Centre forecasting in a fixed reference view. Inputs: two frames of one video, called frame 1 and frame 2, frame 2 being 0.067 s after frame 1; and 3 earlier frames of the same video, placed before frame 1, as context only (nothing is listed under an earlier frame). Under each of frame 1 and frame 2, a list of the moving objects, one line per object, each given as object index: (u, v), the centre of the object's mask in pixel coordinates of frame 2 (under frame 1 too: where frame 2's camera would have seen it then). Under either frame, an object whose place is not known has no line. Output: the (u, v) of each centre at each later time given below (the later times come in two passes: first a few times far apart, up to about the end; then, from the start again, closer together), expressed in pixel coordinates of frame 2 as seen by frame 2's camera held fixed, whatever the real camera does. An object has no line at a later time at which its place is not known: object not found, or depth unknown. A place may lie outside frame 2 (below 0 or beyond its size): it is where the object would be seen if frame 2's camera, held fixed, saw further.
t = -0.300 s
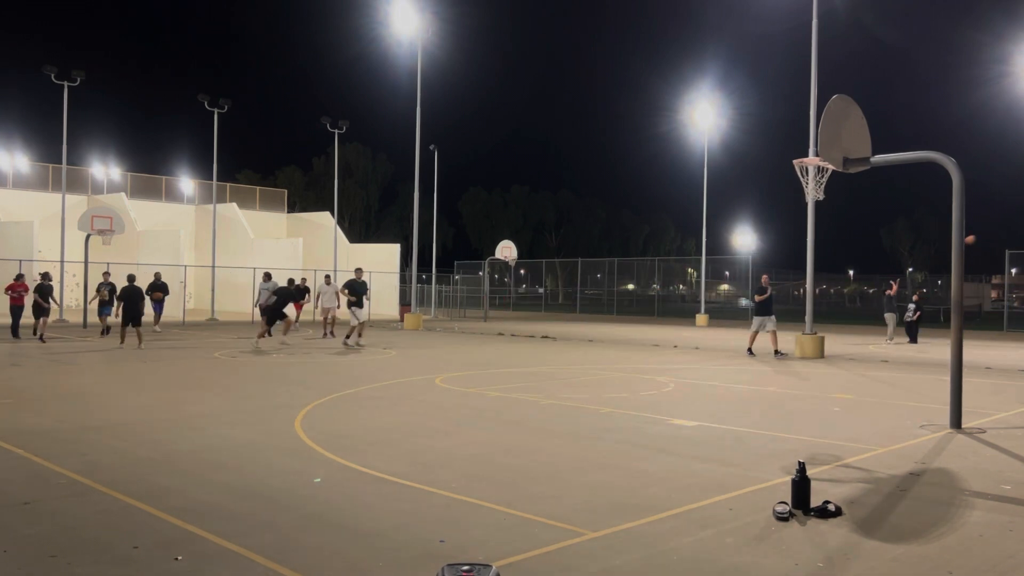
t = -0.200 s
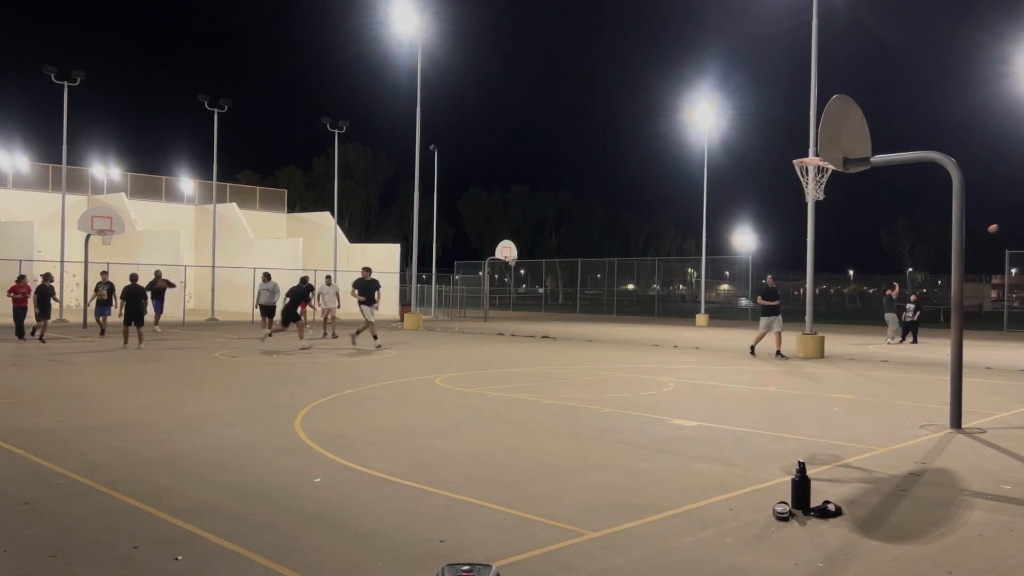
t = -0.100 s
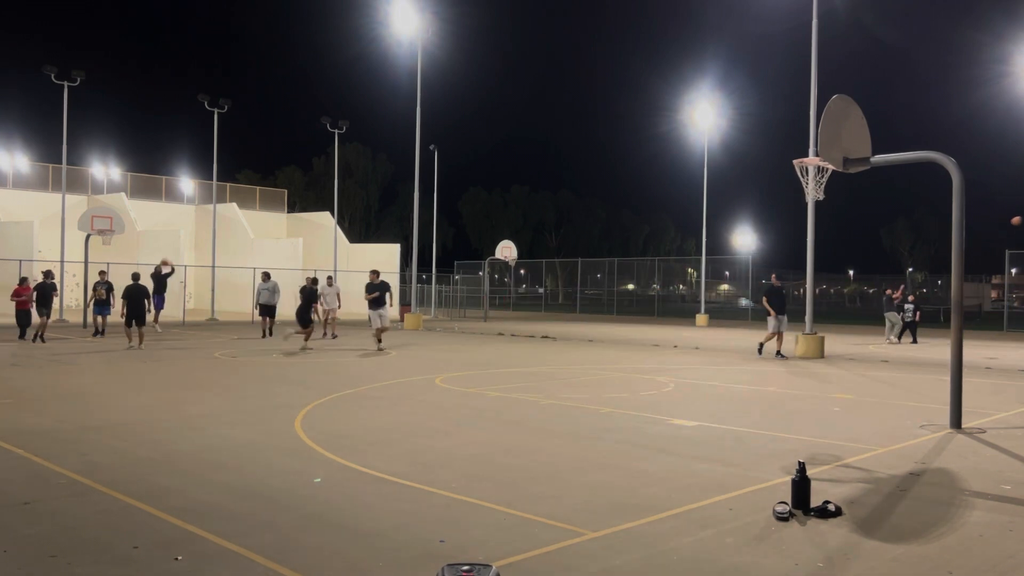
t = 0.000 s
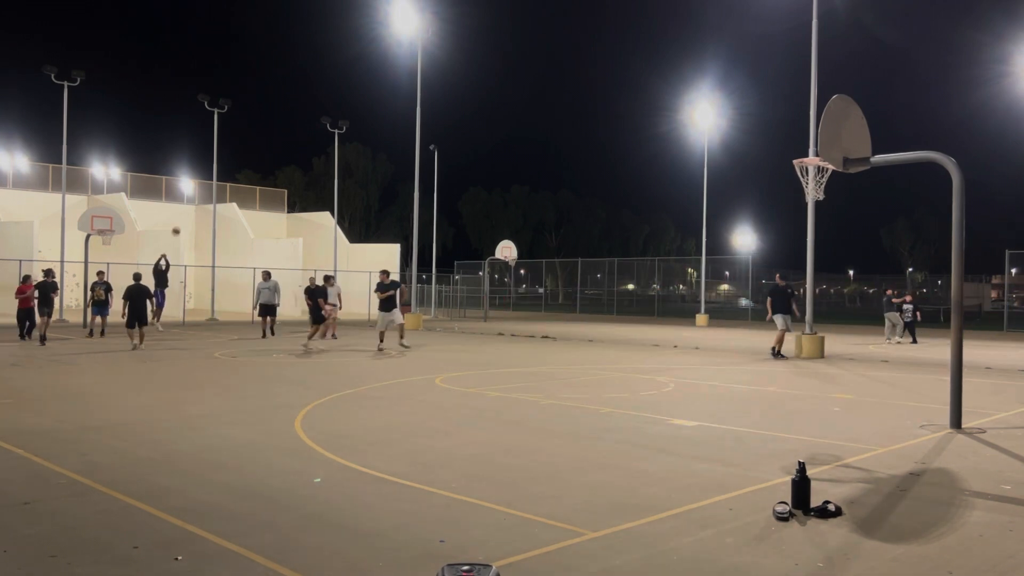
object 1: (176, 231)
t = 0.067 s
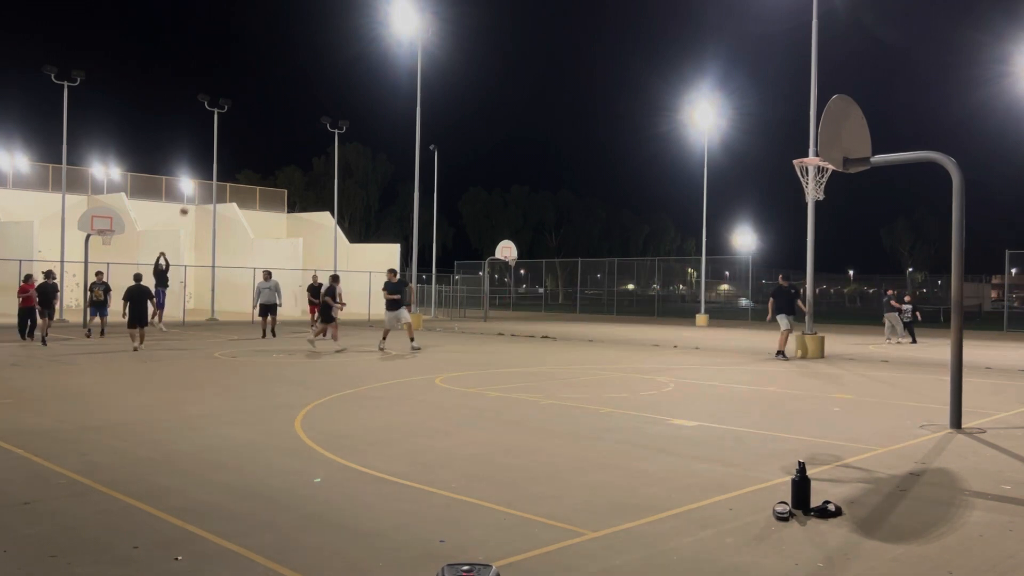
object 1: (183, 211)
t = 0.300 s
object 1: (212, 149)
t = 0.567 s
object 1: (248, 94)
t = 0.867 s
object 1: (292, 62)
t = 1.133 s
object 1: (336, 65)
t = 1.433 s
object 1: (393, 111)
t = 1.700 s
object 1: (449, 200)
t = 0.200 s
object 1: (200, 174)
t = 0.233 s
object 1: (204, 165)
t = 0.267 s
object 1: (208, 157)
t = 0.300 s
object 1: (212, 149)
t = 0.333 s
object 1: (217, 141)
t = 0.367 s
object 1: (222, 133)
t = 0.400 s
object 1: (225, 126)
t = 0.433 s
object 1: (230, 119)
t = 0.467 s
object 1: (234, 112)
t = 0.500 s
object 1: (238, 106)
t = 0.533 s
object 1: (243, 100)
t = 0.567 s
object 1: (248, 94)
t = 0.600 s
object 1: (252, 88)
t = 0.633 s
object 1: (257, 84)
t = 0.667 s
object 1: (262, 80)
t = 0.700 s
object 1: (266, 76)
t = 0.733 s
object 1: (271, 72)
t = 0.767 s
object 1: (277, 69)
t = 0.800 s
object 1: (282, 66)
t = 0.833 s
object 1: (287, 64)
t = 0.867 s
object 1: (292, 62)
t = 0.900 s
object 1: (297, 60)
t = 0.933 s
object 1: (302, 59)
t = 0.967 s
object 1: (308, 59)
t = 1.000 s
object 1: (313, 59)
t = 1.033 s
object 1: (319, 59)
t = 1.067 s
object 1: (325, 61)
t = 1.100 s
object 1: (330, 62)
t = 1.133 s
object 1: (336, 65)
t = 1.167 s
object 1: (342, 67)
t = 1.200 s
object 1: (348, 71)
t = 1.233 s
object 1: (354, 75)
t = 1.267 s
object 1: (361, 79)
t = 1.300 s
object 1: (367, 85)
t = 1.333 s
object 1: (373, 90)
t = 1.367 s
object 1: (380, 96)
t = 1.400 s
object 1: (386, 103)
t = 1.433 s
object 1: (393, 111)
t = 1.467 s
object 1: (399, 119)
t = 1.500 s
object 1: (406, 128)
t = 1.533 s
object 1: (413, 138)
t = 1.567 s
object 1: (420, 149)
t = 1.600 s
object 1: (427, 160)
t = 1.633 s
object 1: (434, 173)
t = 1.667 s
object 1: (442, 186)
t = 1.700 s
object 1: (449, 200)
